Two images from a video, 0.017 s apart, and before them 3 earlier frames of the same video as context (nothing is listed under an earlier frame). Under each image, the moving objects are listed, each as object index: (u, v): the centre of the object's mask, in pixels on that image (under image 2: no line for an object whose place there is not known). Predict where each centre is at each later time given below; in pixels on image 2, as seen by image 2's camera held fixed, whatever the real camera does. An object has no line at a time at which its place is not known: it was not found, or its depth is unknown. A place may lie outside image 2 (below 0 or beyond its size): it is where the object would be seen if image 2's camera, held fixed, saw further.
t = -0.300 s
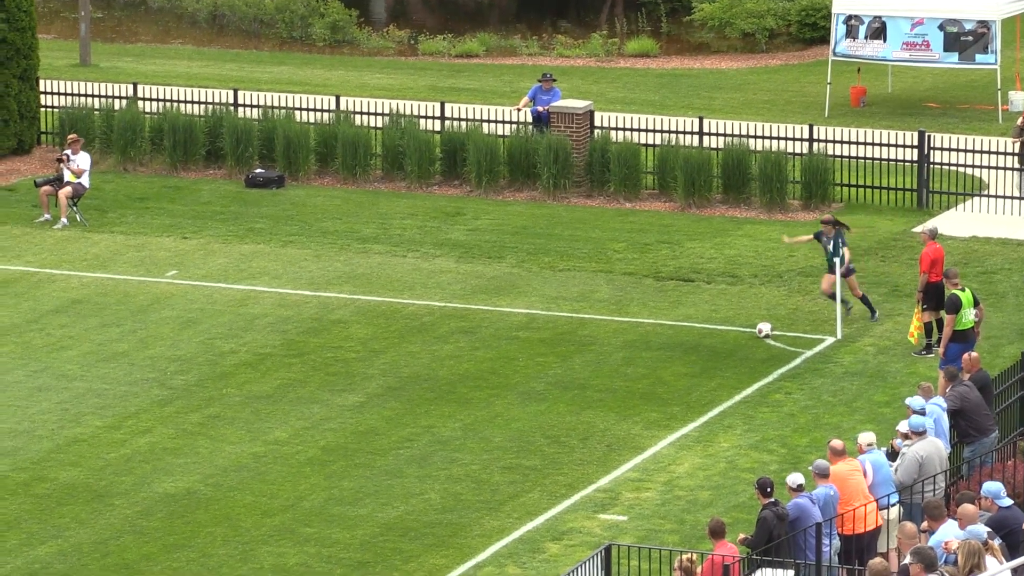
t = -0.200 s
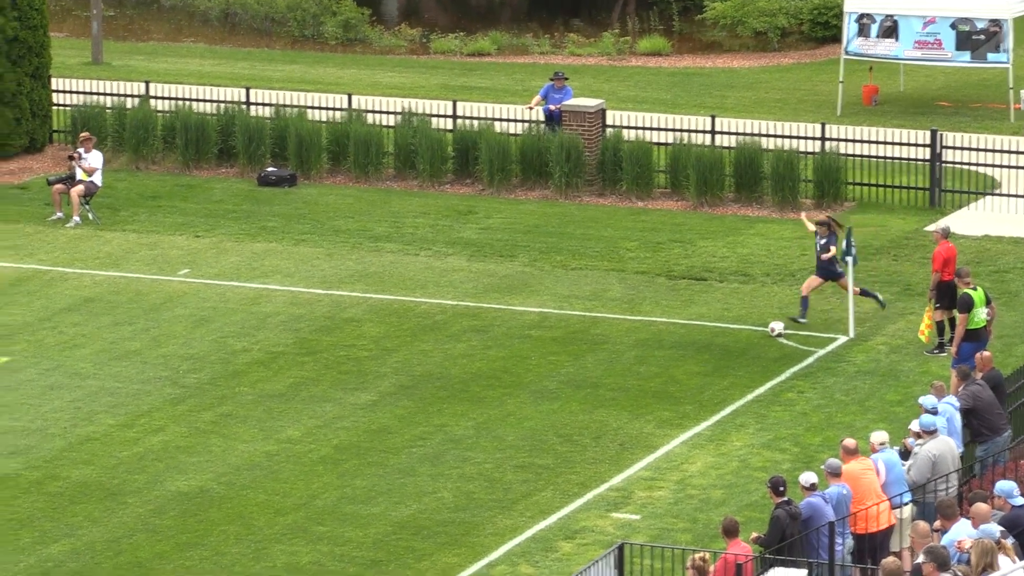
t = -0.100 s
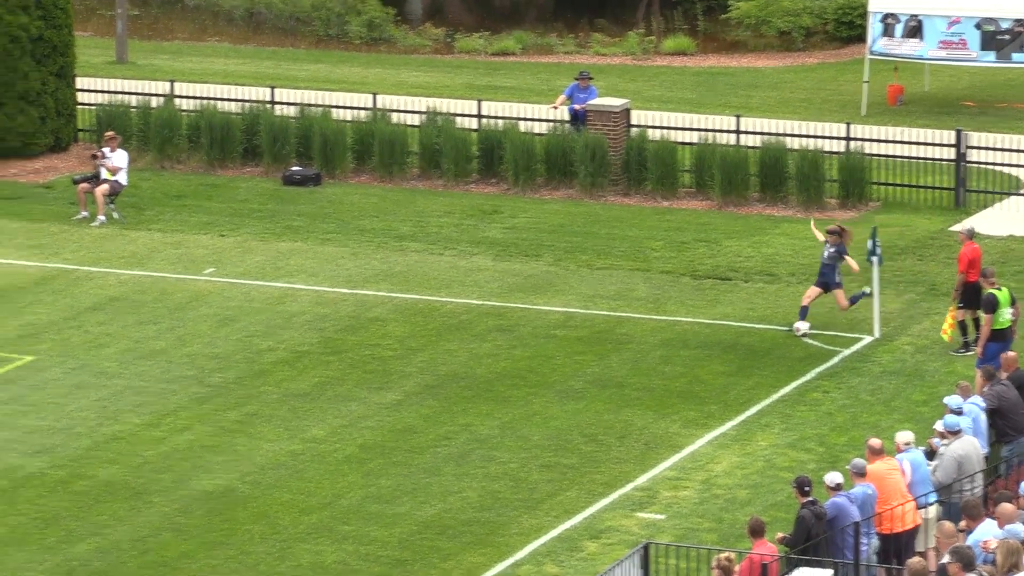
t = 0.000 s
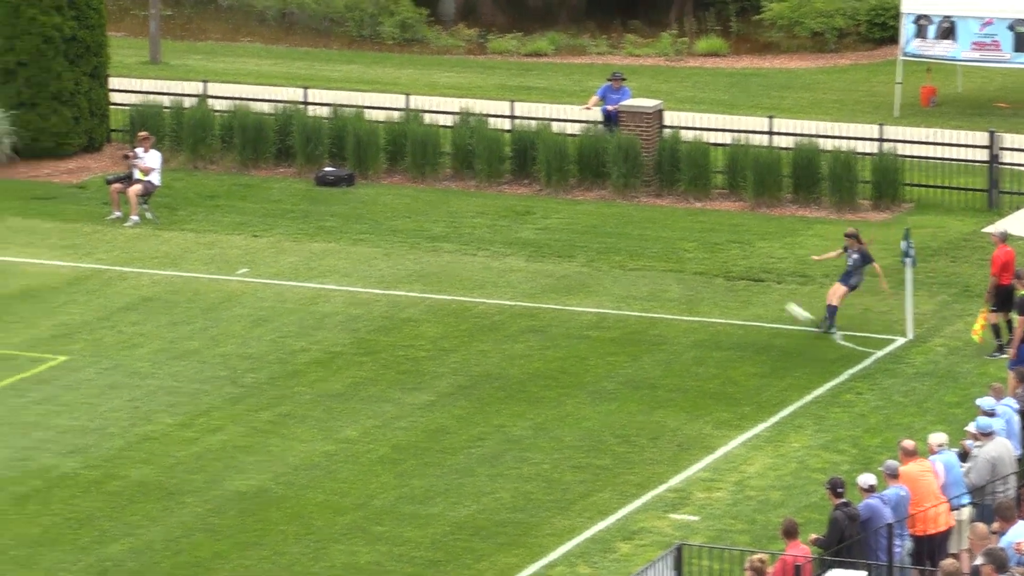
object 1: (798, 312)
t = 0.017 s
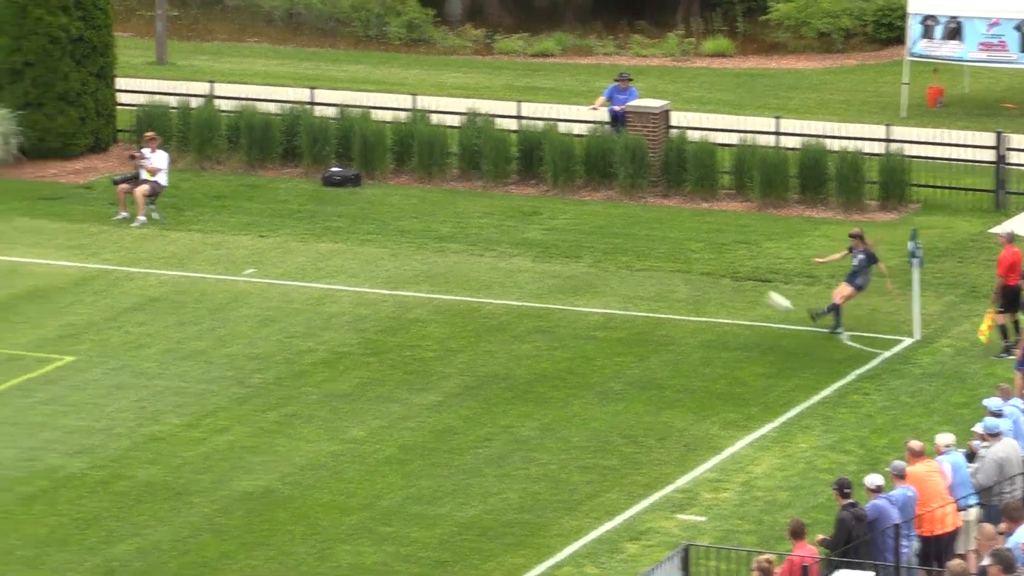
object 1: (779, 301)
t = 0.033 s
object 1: (753, 290)
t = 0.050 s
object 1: (728, 278)
